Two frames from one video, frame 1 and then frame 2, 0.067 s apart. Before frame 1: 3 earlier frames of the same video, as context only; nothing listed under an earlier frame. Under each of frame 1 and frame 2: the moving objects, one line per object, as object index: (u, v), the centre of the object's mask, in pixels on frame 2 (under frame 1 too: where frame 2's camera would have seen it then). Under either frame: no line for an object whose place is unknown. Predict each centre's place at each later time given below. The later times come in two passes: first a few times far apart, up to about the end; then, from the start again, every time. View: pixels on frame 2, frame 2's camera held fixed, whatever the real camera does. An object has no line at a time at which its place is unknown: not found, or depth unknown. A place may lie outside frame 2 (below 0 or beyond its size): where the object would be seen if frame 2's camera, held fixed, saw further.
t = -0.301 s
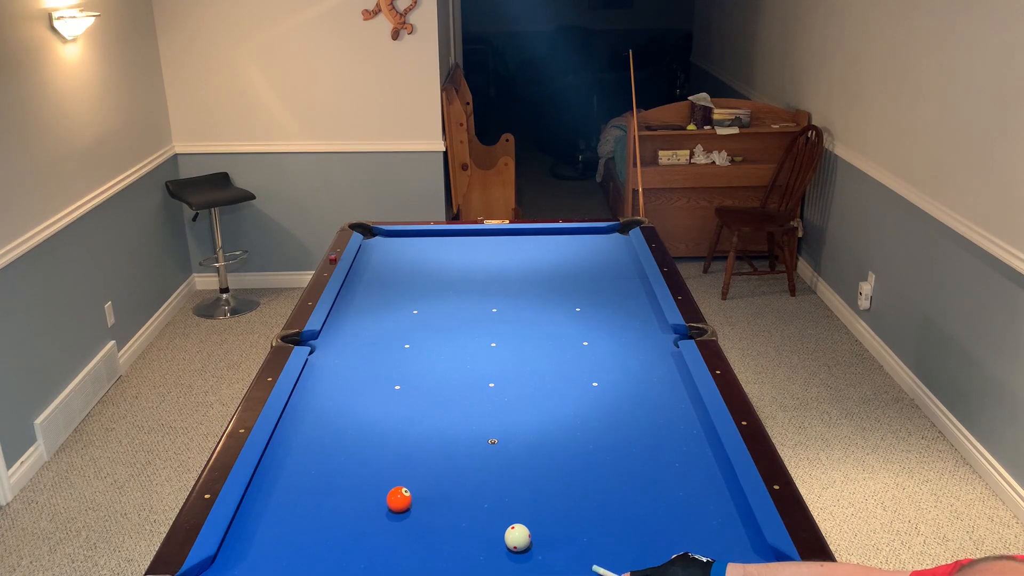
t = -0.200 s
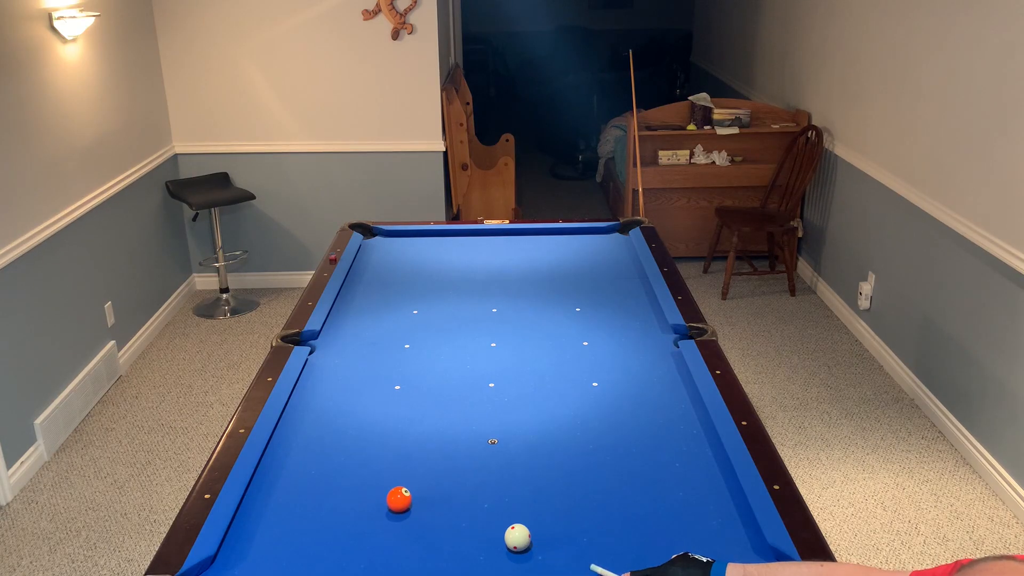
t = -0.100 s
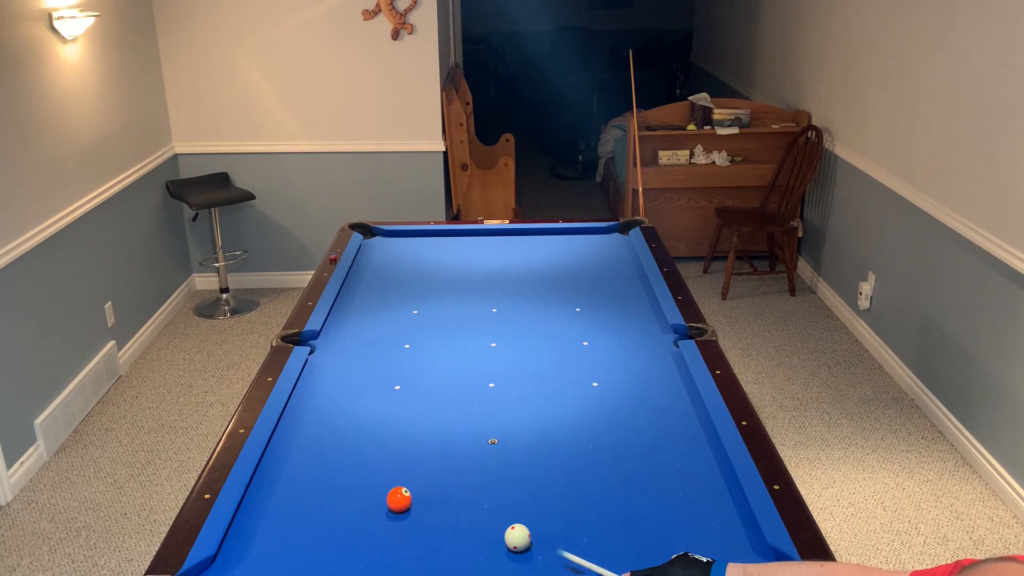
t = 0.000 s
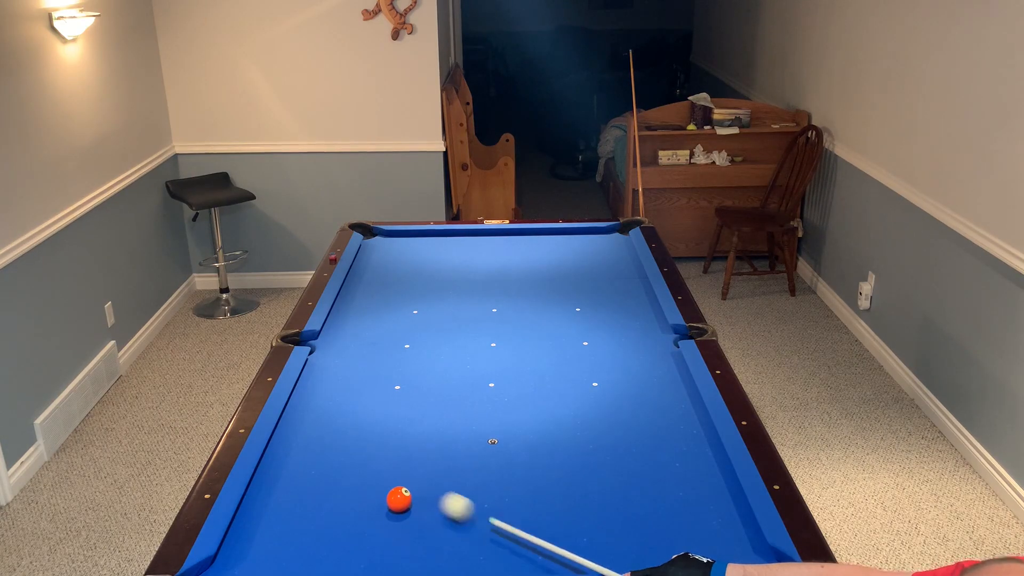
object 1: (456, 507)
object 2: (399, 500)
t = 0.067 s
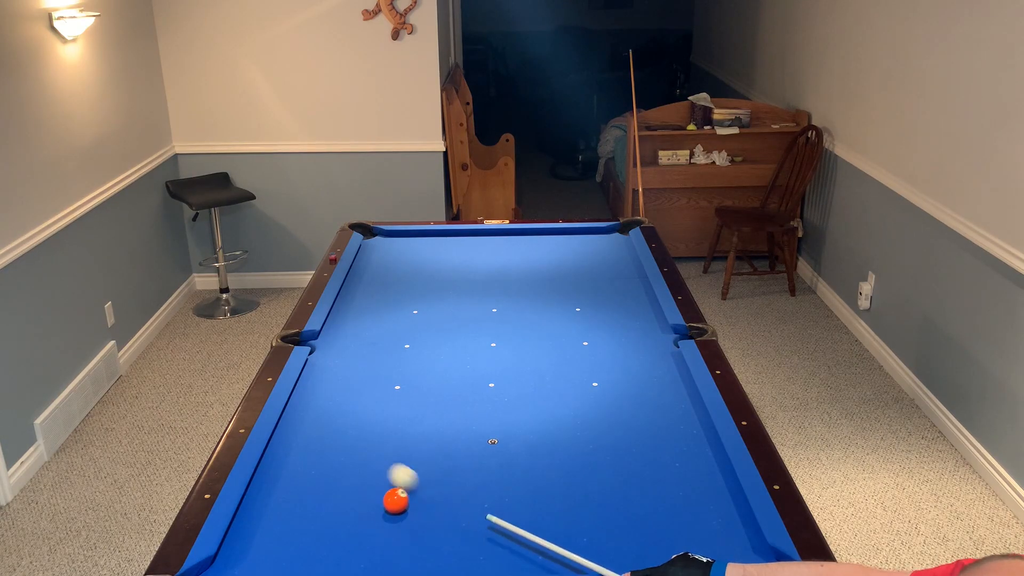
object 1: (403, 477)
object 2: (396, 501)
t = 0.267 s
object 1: (302, 404)
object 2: (373, 510)
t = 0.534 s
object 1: (419, 348)
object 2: (346, 522)
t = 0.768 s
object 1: (485, 310)
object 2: (322, 532)
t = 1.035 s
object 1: (547, 275)
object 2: (297, 542)
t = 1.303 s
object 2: (274, 552)
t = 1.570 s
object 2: (252, 561)
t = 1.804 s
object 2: (236, 566)
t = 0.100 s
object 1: (380, 463)
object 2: (392, 503)
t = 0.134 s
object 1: (359, 450)
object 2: (388, 504)
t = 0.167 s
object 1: (338, 437)
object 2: (384, 506)
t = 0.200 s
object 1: (319, 425)
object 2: (381, 507)
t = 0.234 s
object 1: (300, 413)
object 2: (377, 509)
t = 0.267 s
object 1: (302, 404)
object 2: (373, 510)
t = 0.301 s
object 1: (322, 396)
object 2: (370, 512)
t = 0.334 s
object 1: (340, 389)
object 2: (367, 513)
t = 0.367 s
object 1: (357, 381)
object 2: (363, 514)
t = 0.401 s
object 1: (372, 374)
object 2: (359, 516)
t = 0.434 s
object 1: (385, 367)
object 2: (356, 517)
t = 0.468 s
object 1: (397, 361)
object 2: (353, 519)
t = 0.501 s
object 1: (409, 355)
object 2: (349, 521)
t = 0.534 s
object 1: (419, 348)
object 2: (346, 522)
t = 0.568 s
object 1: (430, 342)
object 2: (342, 524)
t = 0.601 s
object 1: (440, 336)
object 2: (339, 525)
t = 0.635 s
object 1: (449, 331)
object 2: (335, 526)
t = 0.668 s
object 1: (459, 326)
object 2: (332, 528)
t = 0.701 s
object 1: (468, 320)
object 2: (329, 529)
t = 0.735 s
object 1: (477, 315)
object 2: (326, 530)
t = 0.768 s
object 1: (485, 310)
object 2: (322, 532)
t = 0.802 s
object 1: (494, 306)
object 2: (319, 533)
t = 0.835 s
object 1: (502, 301)
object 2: (316, 535)
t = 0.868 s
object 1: (510, 296)
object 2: (313, 536)
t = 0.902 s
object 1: (518, 292)
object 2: (310, 537)
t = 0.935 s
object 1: (525, 287)
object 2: (307, 538)
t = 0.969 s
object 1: (532, 283)
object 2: (303, 540)
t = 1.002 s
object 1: (540, 279)
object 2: (300, 541)
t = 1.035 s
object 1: (547, 275)
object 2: (297, 542)
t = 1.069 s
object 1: (553, 271)
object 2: (294, 544)
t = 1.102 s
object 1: (560, 267)
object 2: (291, 545)
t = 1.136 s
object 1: (566, 264)
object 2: (288, 546)
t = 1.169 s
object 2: (285, 547)
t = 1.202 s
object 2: (282, 549)
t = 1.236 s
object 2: (279, 550)
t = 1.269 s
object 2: (277, 551)
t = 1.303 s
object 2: (274, 552)
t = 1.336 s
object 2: (271, 554)
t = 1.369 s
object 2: (268, 554)
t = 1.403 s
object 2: (266, 556)
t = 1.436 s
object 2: (263, 557)
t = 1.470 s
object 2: (260, 558)
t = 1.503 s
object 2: (257, 559)
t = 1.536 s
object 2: (255, 561)
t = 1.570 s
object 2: (252, 561)
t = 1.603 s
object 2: (250, 563)
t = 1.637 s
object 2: (248, 563)
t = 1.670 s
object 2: (245, 564)
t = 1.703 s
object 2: (243, 564)
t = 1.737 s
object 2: (240, 565)
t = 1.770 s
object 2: (238, 566)
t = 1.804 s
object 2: (236, 566)
